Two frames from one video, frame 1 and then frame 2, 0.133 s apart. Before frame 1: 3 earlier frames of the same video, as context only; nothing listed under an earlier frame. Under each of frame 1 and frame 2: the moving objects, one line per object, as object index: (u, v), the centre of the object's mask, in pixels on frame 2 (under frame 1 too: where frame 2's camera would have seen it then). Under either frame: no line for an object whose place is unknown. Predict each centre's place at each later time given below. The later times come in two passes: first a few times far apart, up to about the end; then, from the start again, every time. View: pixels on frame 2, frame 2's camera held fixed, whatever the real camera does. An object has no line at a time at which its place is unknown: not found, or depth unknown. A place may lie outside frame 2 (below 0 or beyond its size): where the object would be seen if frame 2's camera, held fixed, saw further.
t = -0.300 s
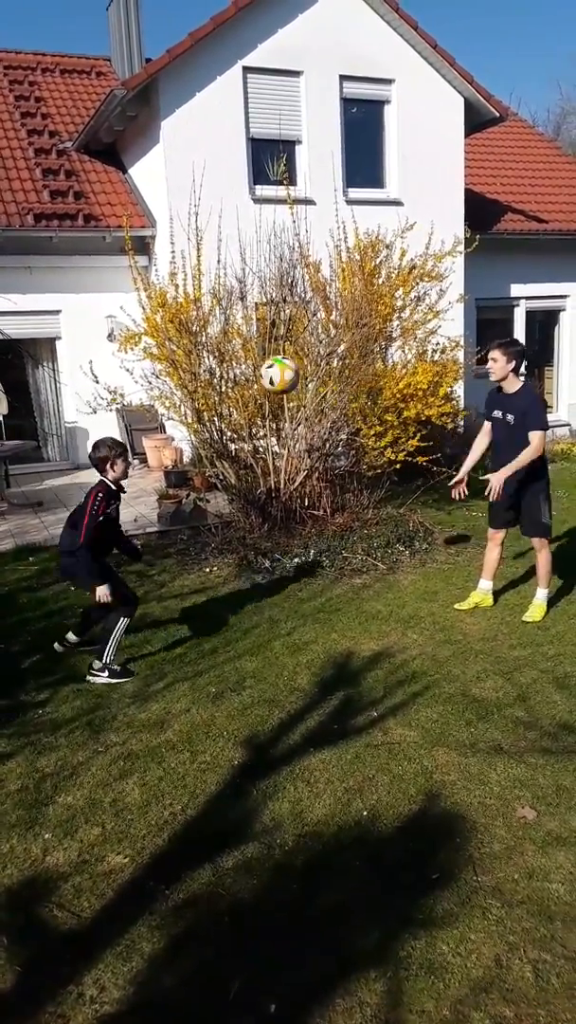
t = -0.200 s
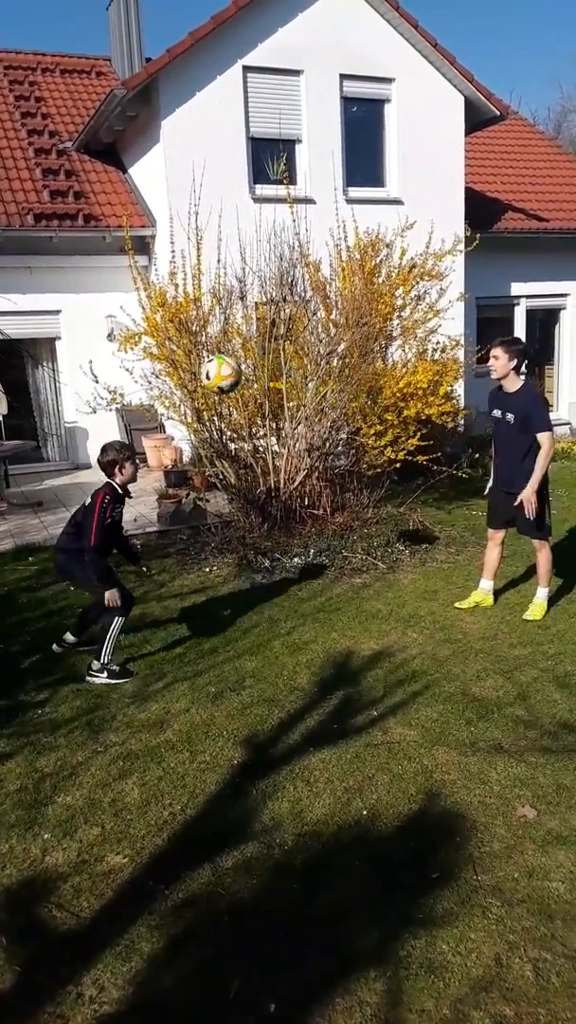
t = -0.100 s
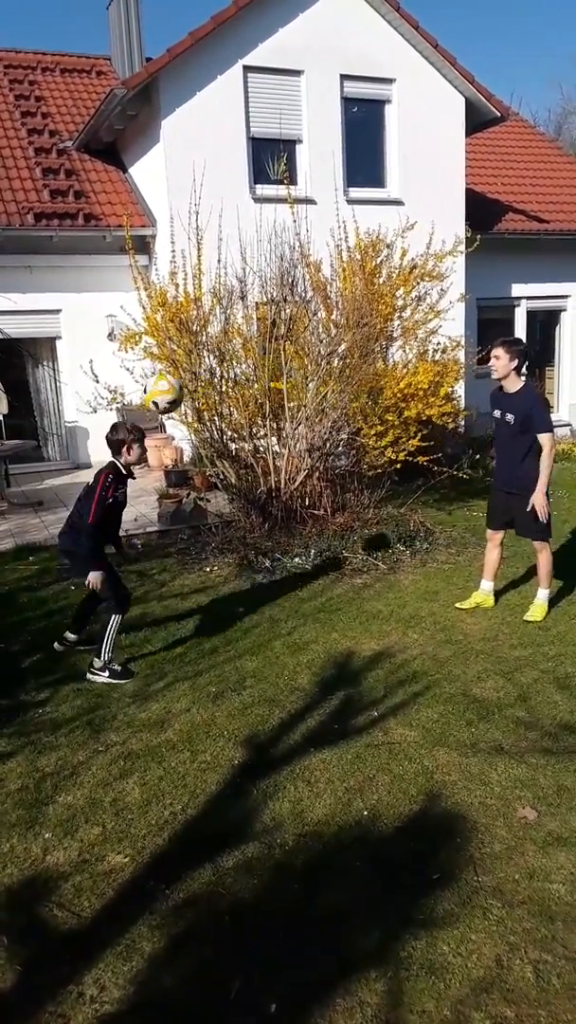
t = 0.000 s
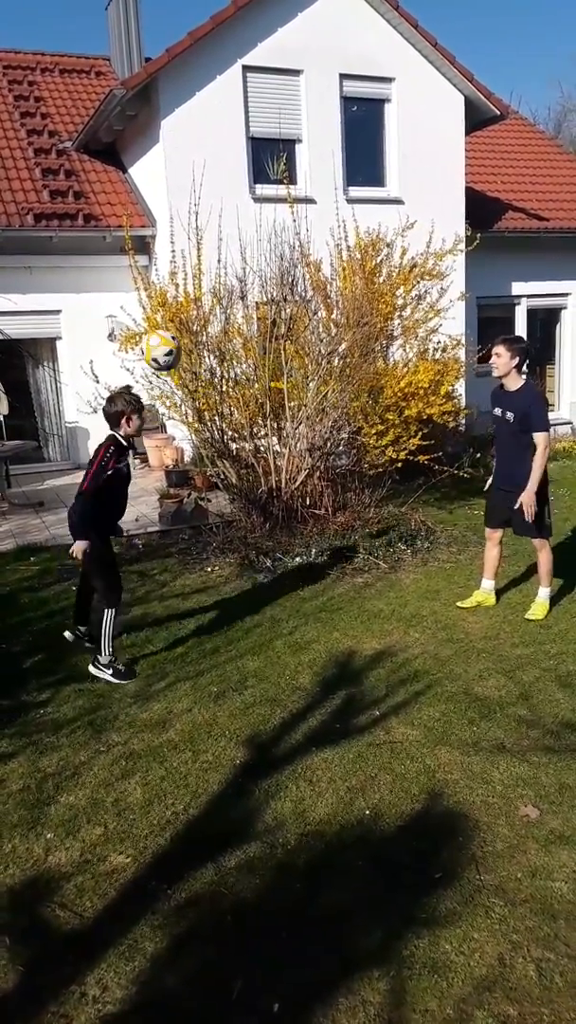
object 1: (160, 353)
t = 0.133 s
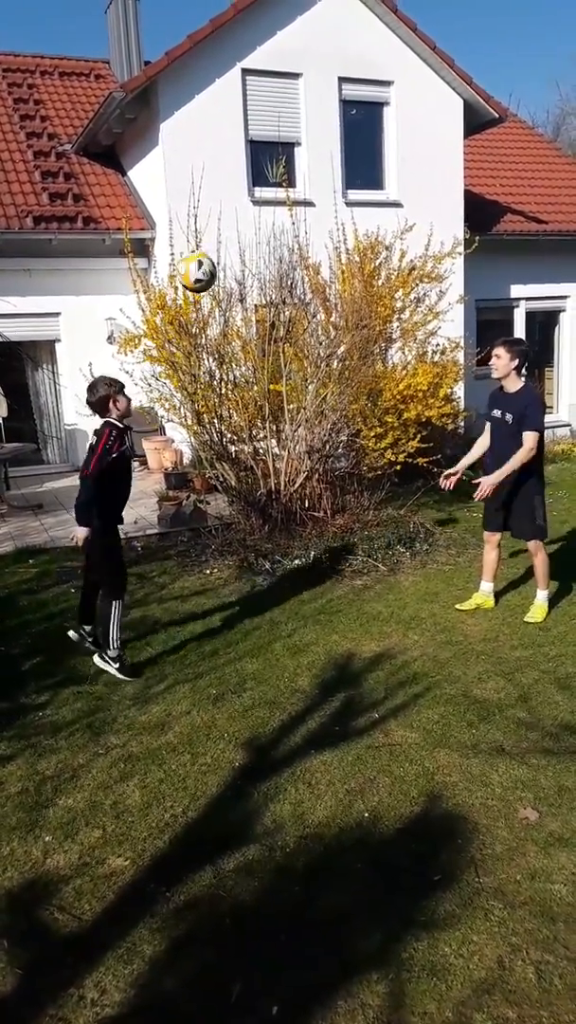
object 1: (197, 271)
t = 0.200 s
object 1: (215, 243)
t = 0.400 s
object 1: (274, 209)
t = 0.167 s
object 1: (206, 256)
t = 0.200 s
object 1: (215, 243)
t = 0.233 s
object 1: (225, 232)
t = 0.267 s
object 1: (234, 223)
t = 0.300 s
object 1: (244, 216)
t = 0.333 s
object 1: (254, 212)
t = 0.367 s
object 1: (264, 210)
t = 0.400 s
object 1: (274, 209)
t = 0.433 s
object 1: (284, 211)
